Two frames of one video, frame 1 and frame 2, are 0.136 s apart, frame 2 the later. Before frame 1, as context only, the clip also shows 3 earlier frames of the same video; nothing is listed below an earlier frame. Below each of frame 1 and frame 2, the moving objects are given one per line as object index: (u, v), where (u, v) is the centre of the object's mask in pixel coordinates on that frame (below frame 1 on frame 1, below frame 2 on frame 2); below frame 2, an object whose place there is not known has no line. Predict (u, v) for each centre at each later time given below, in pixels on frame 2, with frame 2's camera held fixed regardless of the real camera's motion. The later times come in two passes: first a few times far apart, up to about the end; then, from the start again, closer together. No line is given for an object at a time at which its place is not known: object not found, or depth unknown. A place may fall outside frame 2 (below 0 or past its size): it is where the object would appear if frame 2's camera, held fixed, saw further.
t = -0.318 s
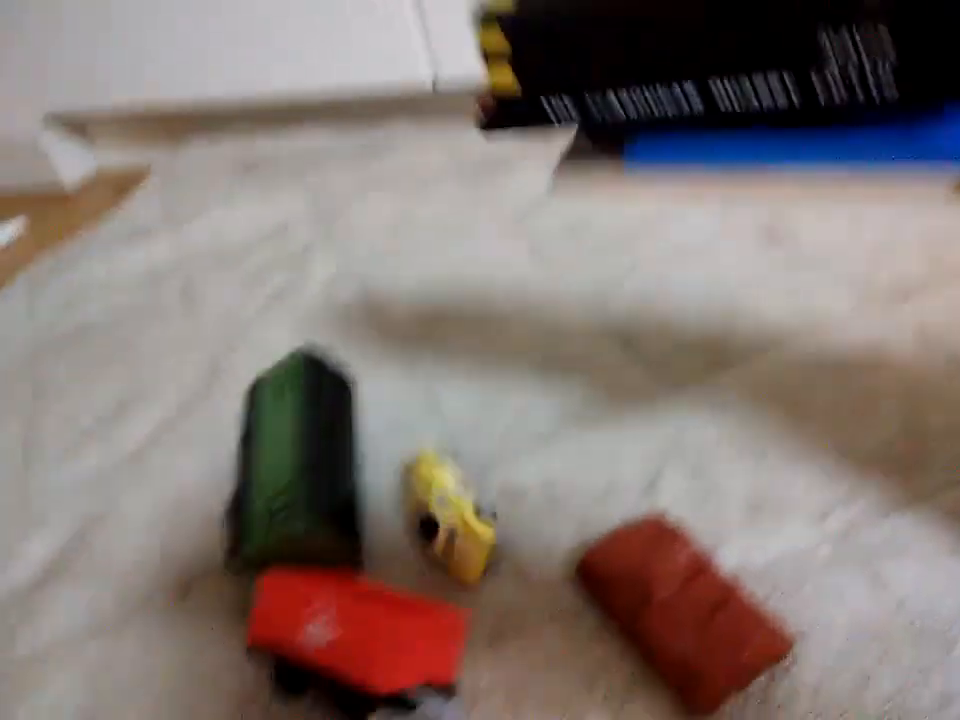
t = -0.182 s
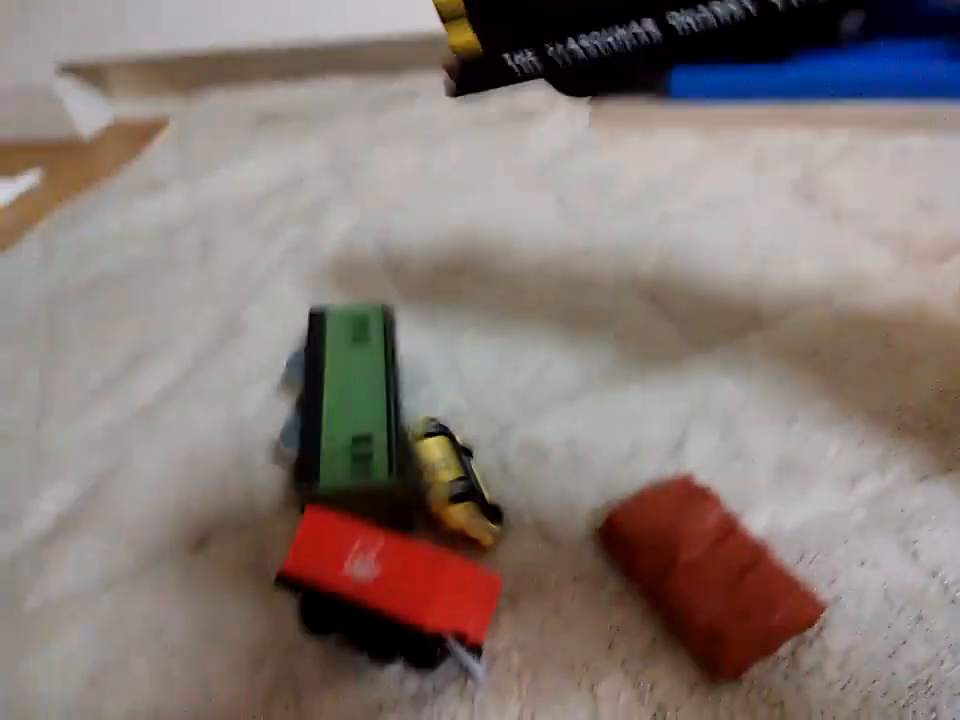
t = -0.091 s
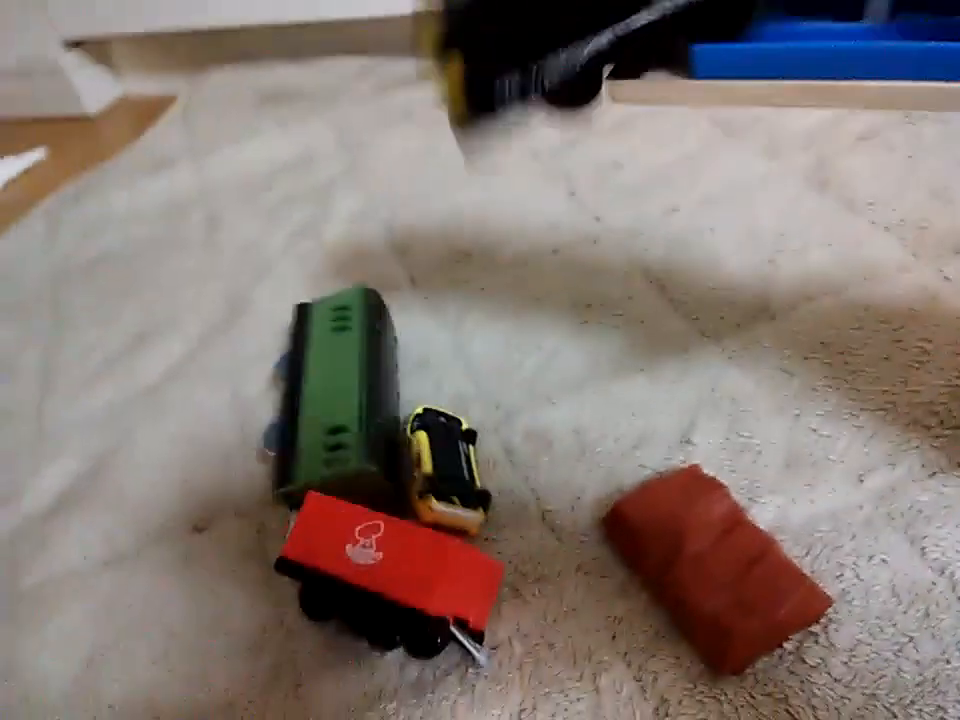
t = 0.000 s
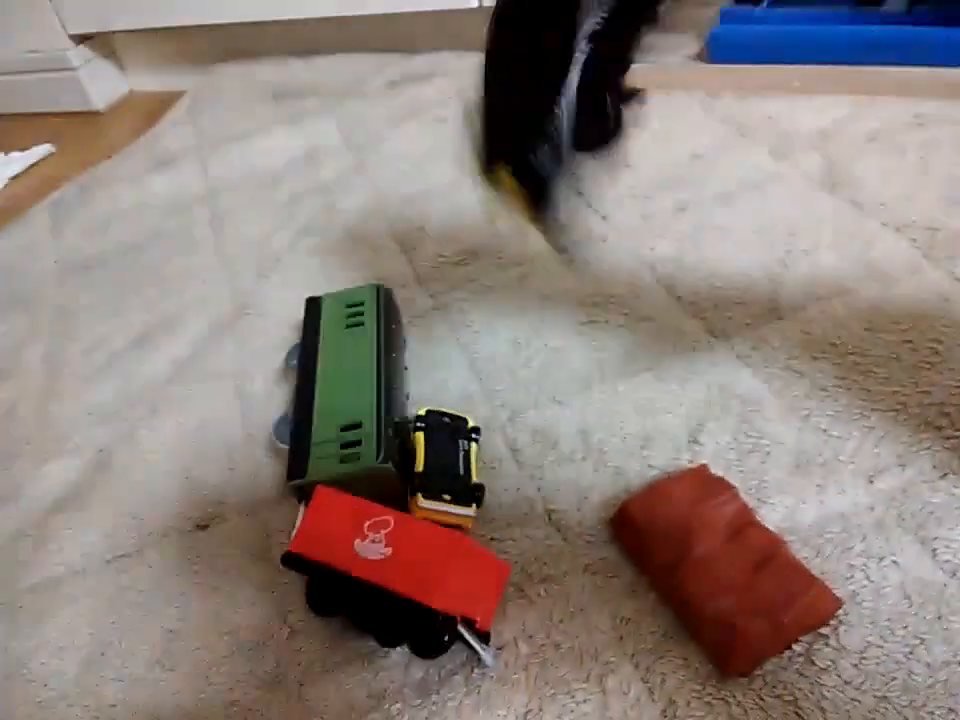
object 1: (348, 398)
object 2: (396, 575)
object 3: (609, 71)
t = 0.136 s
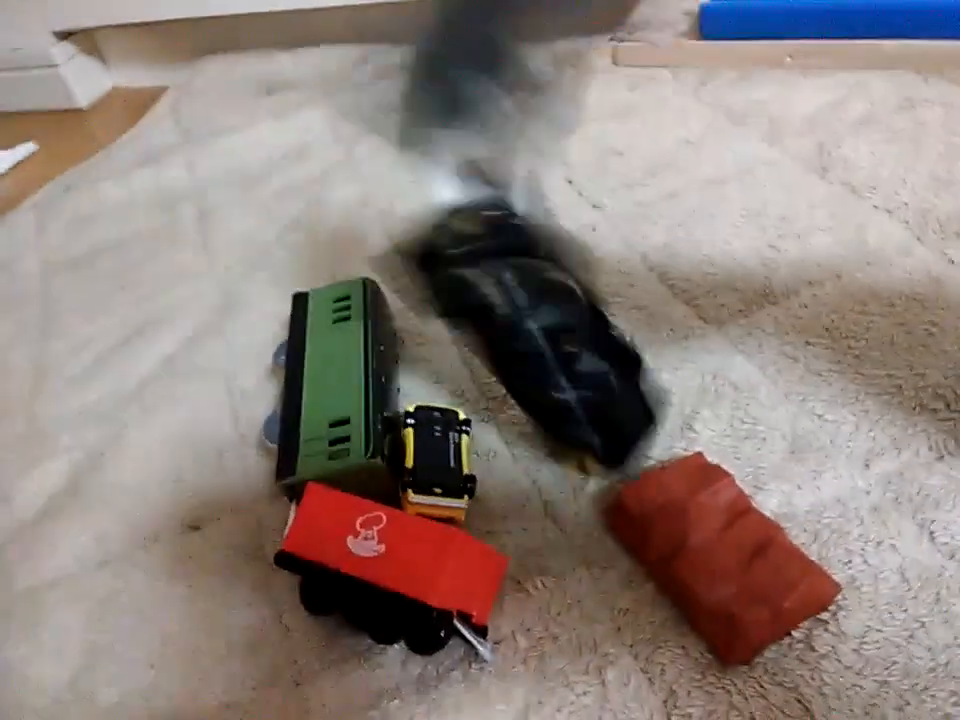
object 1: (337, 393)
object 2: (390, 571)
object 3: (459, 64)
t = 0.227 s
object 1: (330, 410)
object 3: (287, 108)
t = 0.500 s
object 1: (335, 391)
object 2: (396, 564)
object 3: (389, 196)
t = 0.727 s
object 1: (336, 393)
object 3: (350, 253)
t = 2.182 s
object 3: (349, 253)
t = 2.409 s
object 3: (350, 253)
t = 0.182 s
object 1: (337, 394)
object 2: (390, 571)
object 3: (359, 70)
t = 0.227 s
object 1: (330, 410)
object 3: (287, 108)
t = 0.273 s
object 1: (329, 395)
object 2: (393, 567)
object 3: (242, 174)
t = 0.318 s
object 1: (334, 395)
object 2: (394, 567)
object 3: (299, 239)
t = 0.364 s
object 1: (336, 392)
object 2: (394, 568)
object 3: (330, 230)
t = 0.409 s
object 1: (335, 391)
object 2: (396, 565)
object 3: (357, 219)
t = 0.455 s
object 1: (335, 391)
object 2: (396, 564)
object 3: (383, 194)
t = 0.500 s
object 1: (335, 391)
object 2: (396, 564)
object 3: (389, 196)
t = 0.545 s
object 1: (335, 392)
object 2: (396, 565)
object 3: (385, 205)
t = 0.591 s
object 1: (335, 391)
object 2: (396, 564)
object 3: (377, 209)
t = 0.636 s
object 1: (335, 392)
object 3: (363, 223)
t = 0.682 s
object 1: (336, 392)
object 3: (353, 244)
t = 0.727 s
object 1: (336, 393)
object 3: (350, 253)
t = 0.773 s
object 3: (347, 254)
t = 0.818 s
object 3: (350, 252)
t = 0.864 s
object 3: (349, 252)
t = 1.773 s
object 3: (348, 253)
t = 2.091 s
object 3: (349, 253)
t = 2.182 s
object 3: (349, 253)
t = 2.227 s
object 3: (349, 253)
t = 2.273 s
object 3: (349, 253)
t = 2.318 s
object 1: (335, 391)
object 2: (396, 564)
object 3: (349, 252)
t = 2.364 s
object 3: (350, 253)
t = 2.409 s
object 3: (350, 253)
